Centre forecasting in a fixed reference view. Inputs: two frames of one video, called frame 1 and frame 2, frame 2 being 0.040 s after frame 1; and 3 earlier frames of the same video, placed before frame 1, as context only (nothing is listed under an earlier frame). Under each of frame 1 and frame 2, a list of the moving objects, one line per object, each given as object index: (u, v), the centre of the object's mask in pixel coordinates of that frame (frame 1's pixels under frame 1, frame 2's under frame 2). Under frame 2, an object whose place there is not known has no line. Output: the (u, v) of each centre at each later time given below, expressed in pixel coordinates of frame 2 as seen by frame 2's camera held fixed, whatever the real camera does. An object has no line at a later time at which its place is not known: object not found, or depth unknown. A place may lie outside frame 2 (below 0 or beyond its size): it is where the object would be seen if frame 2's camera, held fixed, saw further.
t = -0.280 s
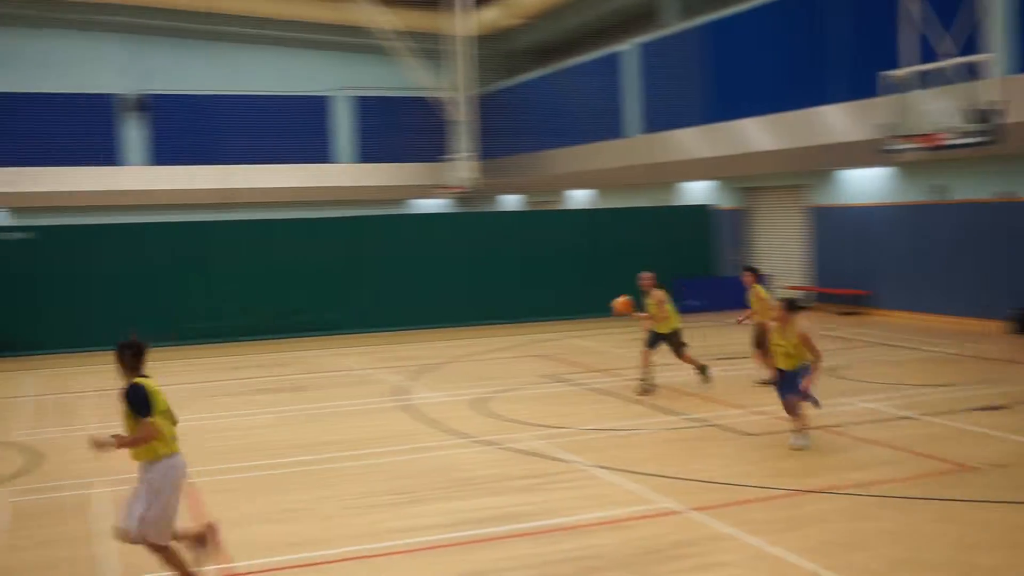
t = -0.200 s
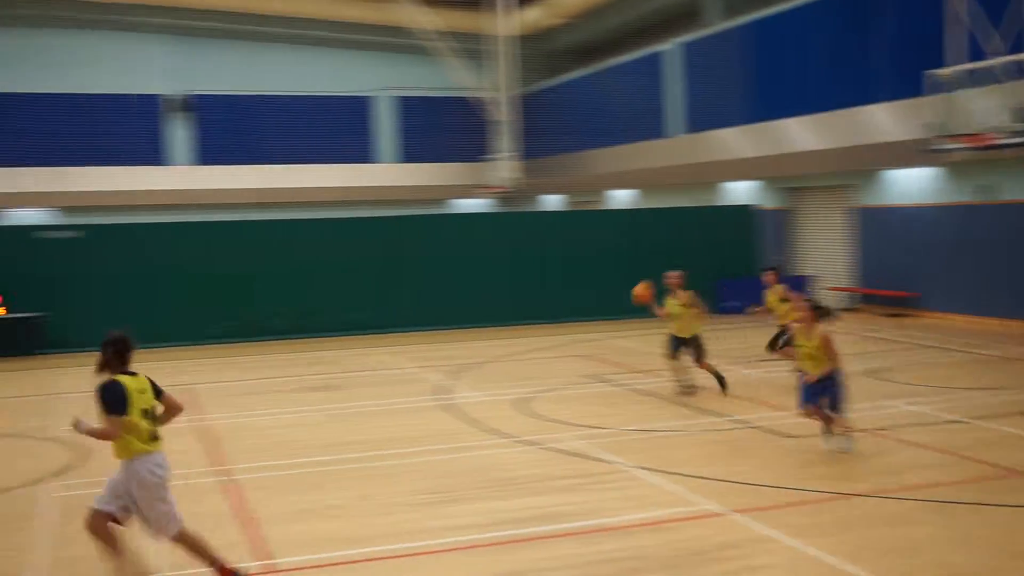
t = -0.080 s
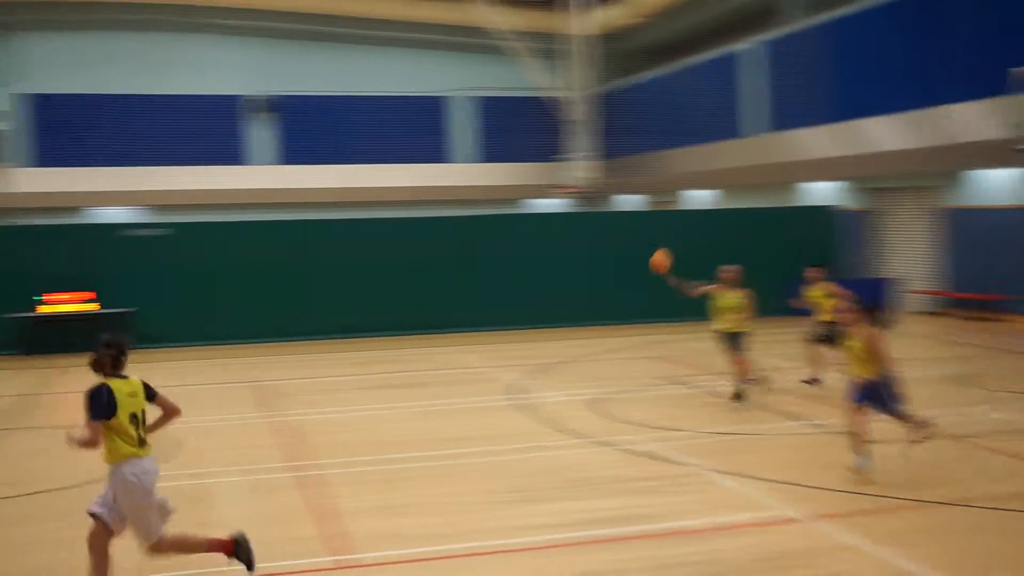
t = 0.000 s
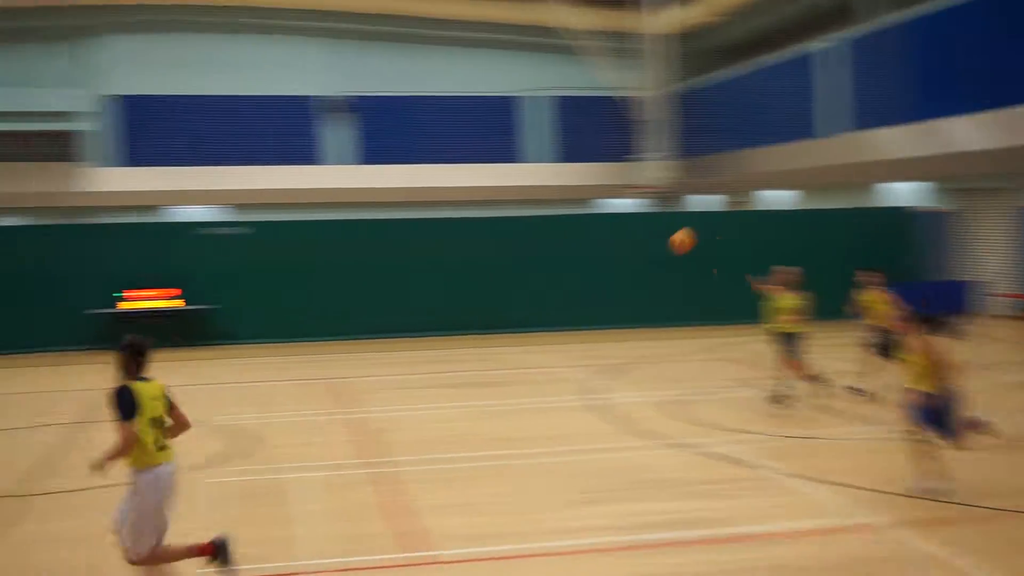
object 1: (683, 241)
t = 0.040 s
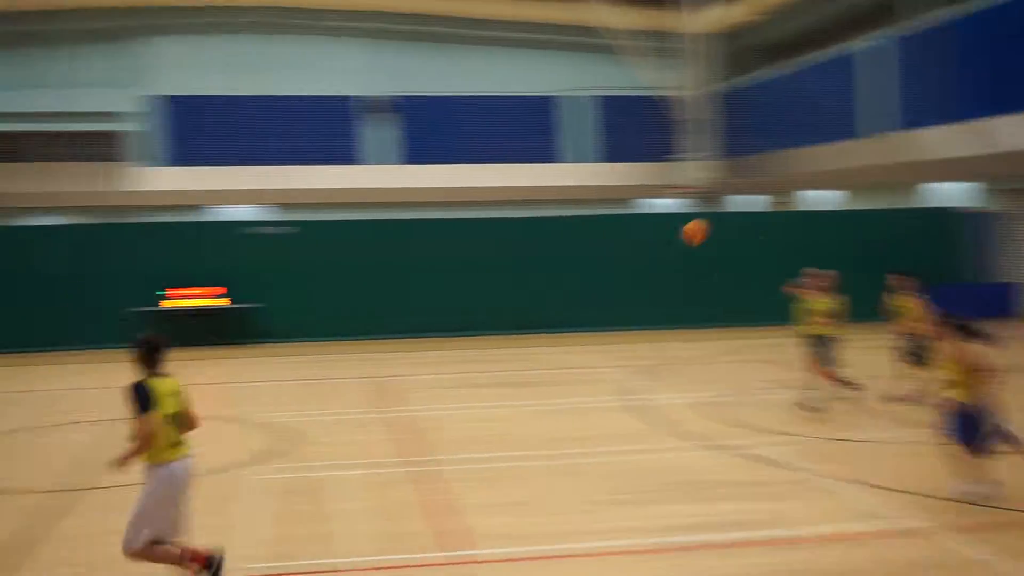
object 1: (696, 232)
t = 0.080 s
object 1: (666, 224)
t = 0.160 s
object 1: (603, 208)
